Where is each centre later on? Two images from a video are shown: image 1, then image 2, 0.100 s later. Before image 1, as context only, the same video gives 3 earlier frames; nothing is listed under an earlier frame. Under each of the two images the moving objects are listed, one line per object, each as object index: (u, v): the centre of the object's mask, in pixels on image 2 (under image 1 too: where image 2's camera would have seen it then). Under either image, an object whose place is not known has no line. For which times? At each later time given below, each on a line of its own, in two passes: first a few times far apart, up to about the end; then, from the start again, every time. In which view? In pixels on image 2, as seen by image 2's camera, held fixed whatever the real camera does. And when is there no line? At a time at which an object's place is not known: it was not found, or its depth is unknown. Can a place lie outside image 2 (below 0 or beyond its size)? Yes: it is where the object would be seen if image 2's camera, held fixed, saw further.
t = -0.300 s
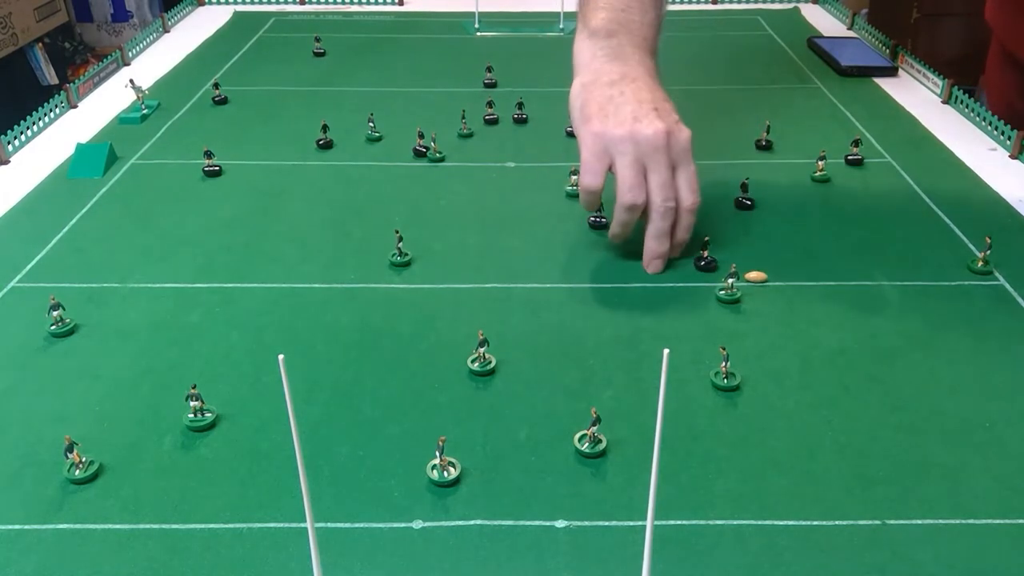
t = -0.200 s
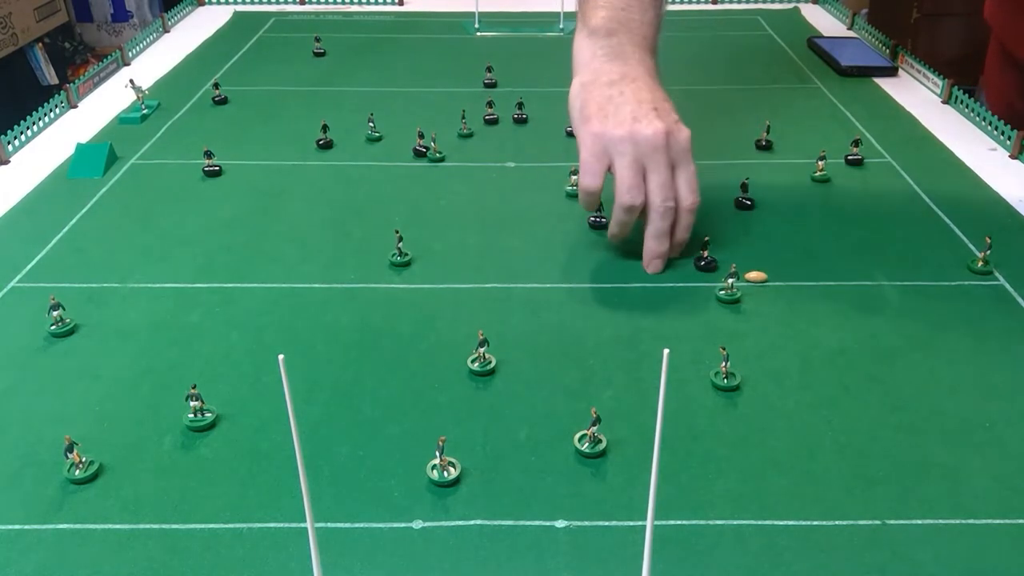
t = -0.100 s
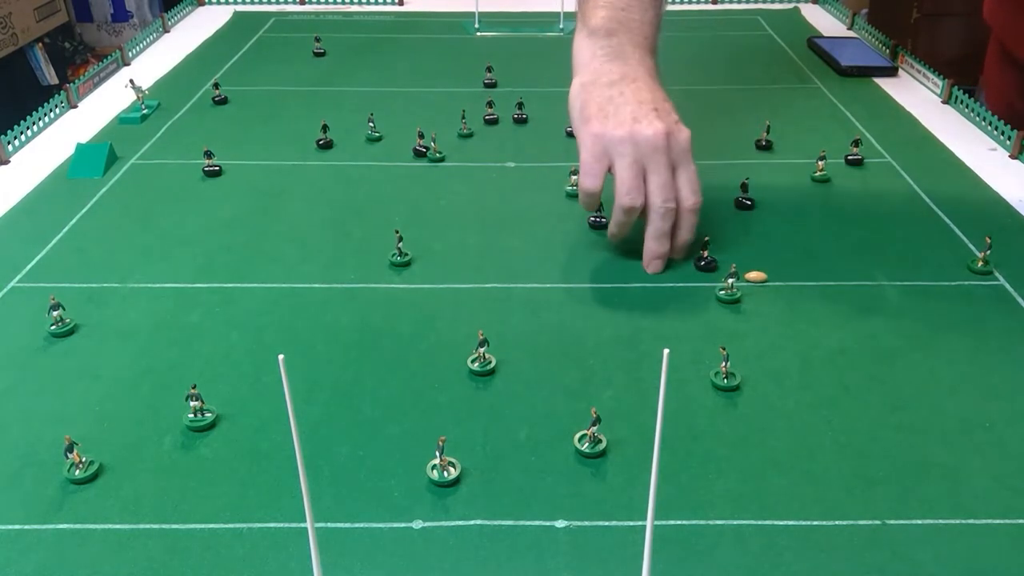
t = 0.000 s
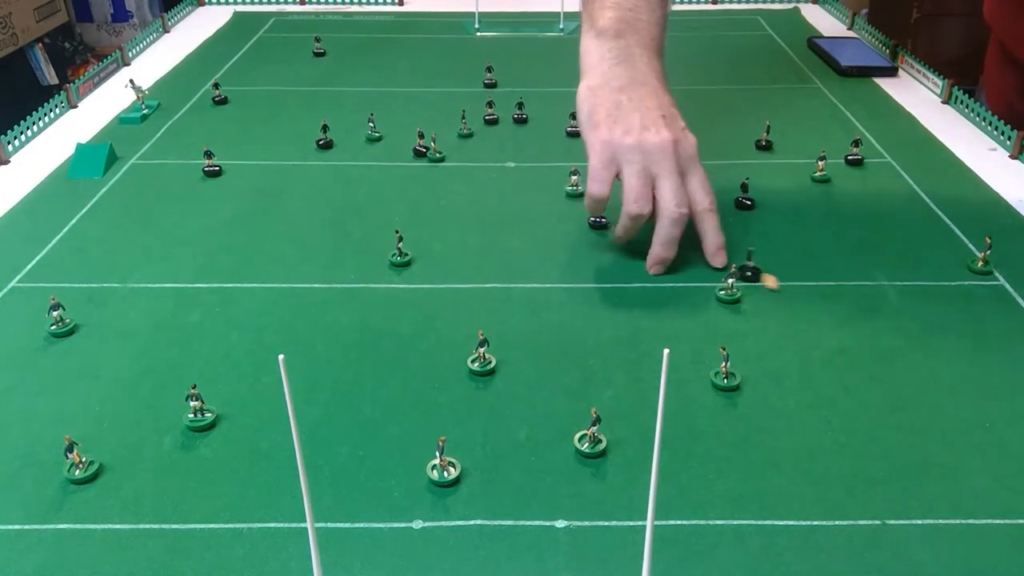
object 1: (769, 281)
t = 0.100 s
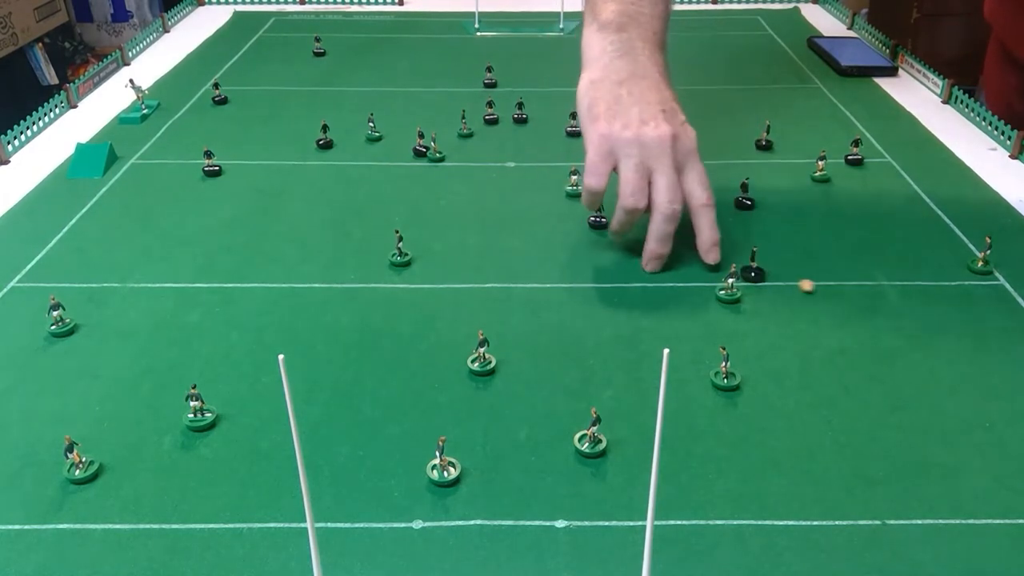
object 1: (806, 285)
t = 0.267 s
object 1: (853, 288)
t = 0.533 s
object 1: (890, 292)
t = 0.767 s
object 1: (895, 293)
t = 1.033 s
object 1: (895, 293)
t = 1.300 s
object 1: (895, 293)
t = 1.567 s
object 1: (895, 293)
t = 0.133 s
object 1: (817, 286)
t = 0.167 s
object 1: (827, 286)
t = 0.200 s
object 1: (836, 287)
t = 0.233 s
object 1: (845, 287)
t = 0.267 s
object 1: (853, 288)
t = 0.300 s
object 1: (860, 288)
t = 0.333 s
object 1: (866, 288)
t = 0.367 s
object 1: (872, 289)
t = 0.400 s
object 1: (877, 290)
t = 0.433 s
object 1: (882, 291)
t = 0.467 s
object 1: (886, 291)
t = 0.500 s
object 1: (888, 292)
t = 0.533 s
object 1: (890, 292)
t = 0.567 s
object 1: (892, 292)
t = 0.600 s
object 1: (894, 292)
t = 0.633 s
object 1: (895, 293)
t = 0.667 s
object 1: (895, 293)
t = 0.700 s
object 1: (895, 293)
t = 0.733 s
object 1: (895, 293)
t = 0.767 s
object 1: (895, 293)
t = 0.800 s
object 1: (895, 293)
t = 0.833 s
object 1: (895, 293)
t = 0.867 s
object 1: (895, 293)
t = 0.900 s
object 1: (895, 292)
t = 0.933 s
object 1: (895, 293)
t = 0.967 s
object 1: (895, 293)
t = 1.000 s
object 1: (895, 293)
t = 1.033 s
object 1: (895, 293)
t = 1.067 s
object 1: (895, 293)
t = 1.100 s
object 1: (895, 293)
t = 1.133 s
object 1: (895, 293)
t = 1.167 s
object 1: (895, 293)
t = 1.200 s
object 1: (895, 293)
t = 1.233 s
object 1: (895, 293)
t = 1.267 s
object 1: (895, 293)
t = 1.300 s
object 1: (895, 293)
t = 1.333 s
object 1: (895, 293)
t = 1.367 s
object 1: (895, 293)
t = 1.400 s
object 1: (895, 293)
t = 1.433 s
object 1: (895, 293)
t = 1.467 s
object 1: (895, 293)
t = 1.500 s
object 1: (895, 293)
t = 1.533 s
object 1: (895, 293)
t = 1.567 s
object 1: (895, 293)
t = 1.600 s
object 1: (895, 293)
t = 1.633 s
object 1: (895, 293)
